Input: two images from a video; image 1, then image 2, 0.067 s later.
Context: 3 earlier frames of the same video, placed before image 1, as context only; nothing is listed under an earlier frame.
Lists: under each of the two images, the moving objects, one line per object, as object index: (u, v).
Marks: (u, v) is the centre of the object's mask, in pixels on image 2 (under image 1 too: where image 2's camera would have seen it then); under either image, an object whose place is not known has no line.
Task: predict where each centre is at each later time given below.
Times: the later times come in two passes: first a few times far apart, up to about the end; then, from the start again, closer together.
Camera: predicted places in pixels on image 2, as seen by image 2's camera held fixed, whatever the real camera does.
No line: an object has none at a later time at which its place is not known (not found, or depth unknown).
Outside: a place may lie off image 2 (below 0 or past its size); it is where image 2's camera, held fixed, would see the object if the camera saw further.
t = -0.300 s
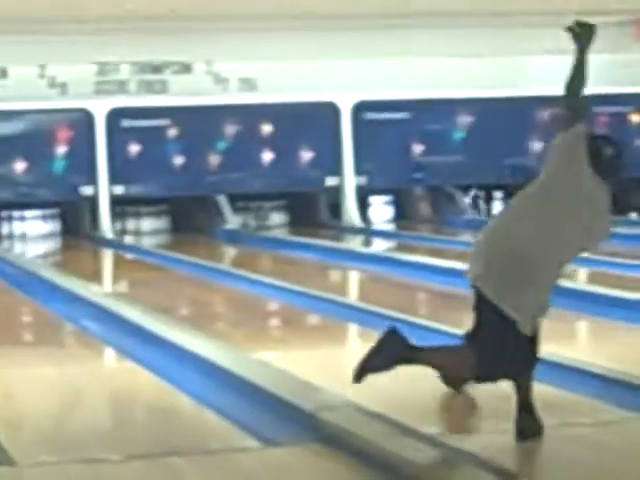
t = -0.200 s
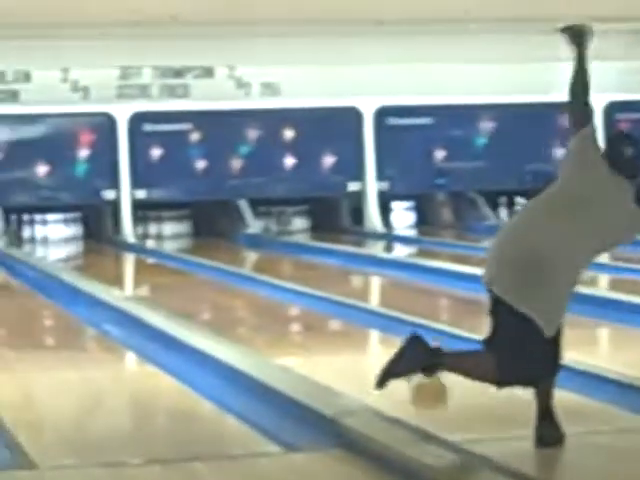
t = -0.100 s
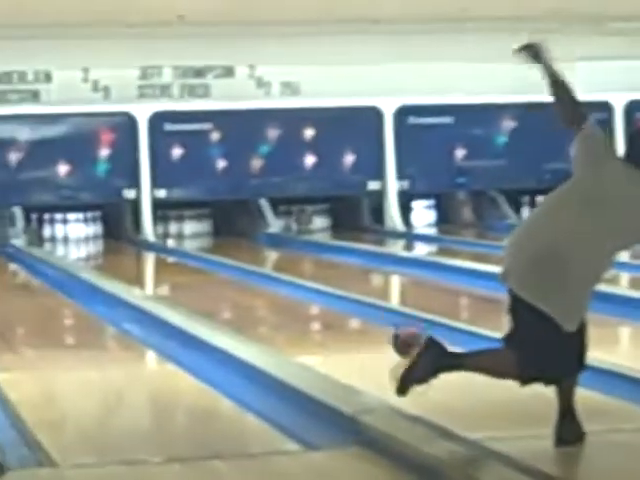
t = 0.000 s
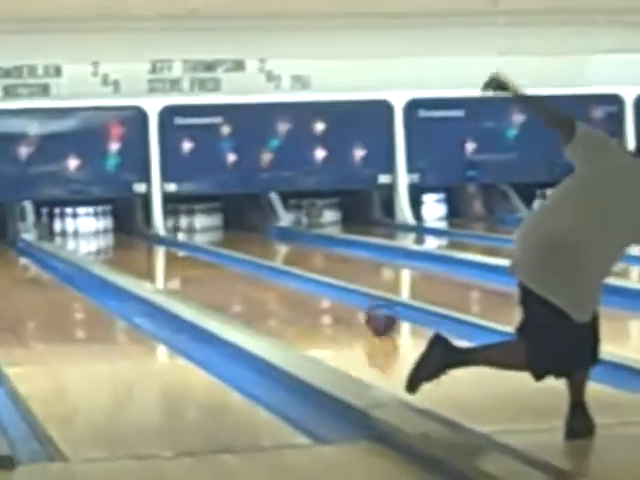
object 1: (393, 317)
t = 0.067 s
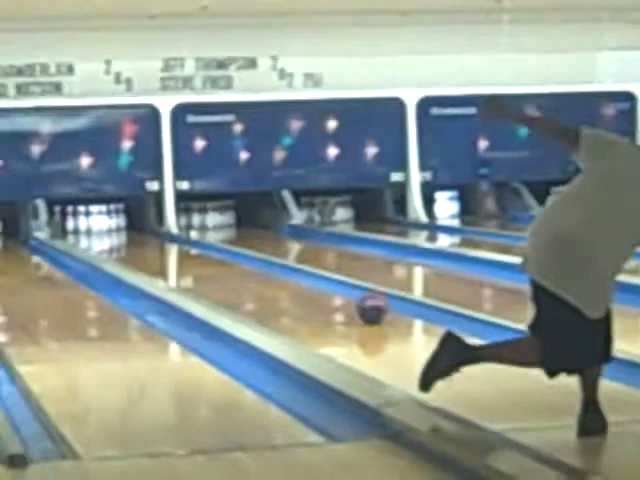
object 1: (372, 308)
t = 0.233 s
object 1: (325, 295)
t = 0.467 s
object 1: (272, 276)
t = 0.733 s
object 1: (227, 260)
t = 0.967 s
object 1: (192, 251)
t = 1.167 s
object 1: (170, 244)
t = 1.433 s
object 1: (143, 234)
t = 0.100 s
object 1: (361, 305)
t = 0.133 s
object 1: (352, 302)
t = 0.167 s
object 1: (343, 300)
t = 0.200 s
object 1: (334, 298)
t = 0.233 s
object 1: (325, 295)
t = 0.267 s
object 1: (317, 290)
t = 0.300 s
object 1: (309, 288)
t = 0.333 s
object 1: (301, 286)
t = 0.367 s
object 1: (294, 284)
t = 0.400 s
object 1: (287, 281)
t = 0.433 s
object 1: (280, 278)
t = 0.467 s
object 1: (272, 276)
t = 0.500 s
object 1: (267, 273)
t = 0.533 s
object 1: (261, 274)
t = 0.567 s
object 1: (255, 270)
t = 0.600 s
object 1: (247, 267)
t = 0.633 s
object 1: (242, 266)
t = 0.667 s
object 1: (237, 264)
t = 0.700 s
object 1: (232, 263)
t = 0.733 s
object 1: (227, 260)
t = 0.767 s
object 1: (222, 259)
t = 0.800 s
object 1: (216, 258)
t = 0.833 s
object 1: (212, 257)
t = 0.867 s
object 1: (207, 257)
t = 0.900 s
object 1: (202, 255)
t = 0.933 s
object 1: (196, 252)
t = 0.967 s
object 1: (192, 251)
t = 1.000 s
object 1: (190, 249)
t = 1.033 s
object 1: (187, 250)
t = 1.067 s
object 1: (179, 245)
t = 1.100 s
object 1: (178, 247)
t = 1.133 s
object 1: (178, 246)
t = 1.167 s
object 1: (170, 244)
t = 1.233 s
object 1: (160, 240)
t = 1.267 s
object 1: (158, 239)
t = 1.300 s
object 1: (157, 234)
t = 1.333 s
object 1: (157, 235)
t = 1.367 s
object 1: (149, 235)
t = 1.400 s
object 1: (145, 234)
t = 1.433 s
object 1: (143, 234)
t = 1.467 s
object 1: (141, 234)
